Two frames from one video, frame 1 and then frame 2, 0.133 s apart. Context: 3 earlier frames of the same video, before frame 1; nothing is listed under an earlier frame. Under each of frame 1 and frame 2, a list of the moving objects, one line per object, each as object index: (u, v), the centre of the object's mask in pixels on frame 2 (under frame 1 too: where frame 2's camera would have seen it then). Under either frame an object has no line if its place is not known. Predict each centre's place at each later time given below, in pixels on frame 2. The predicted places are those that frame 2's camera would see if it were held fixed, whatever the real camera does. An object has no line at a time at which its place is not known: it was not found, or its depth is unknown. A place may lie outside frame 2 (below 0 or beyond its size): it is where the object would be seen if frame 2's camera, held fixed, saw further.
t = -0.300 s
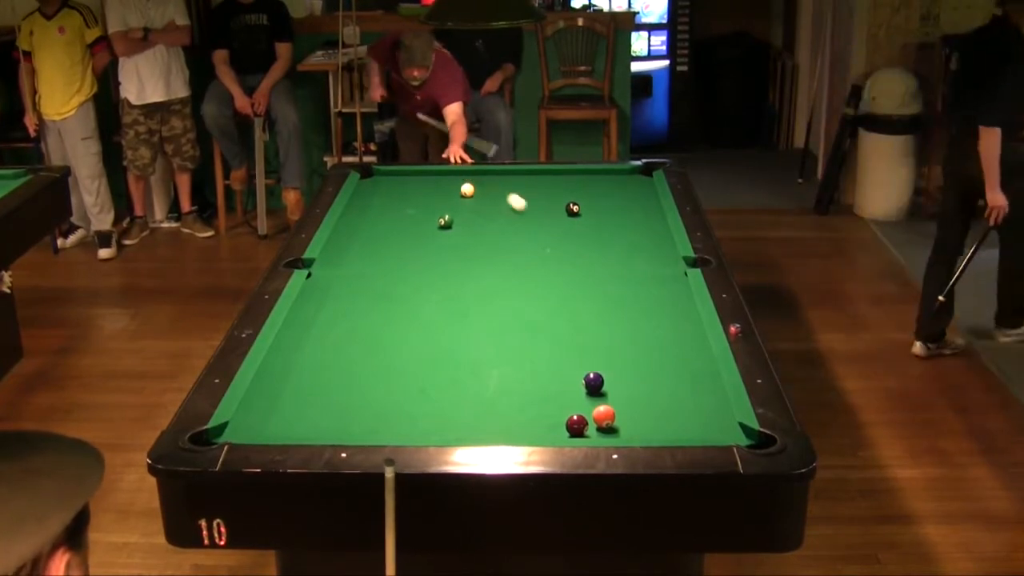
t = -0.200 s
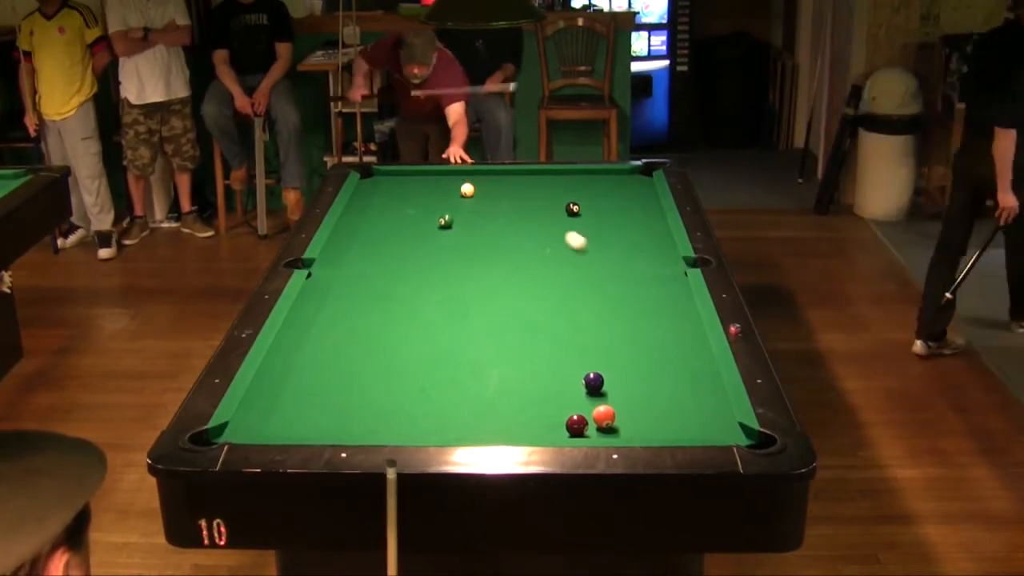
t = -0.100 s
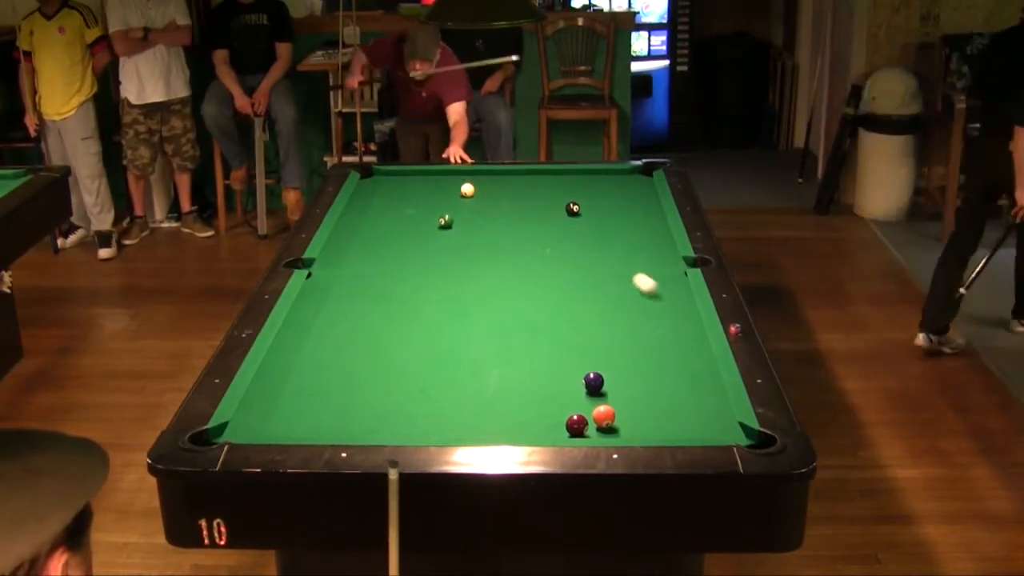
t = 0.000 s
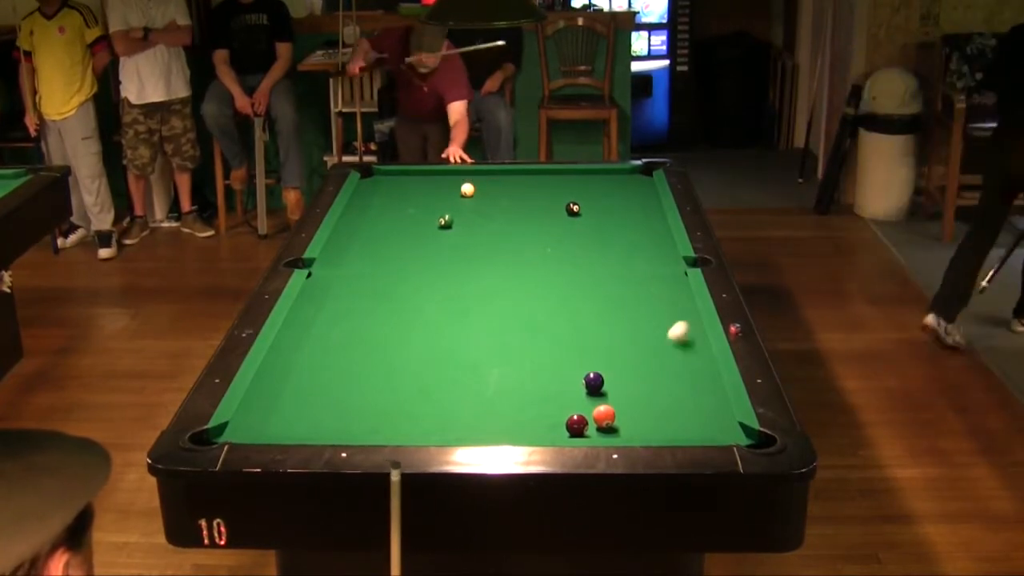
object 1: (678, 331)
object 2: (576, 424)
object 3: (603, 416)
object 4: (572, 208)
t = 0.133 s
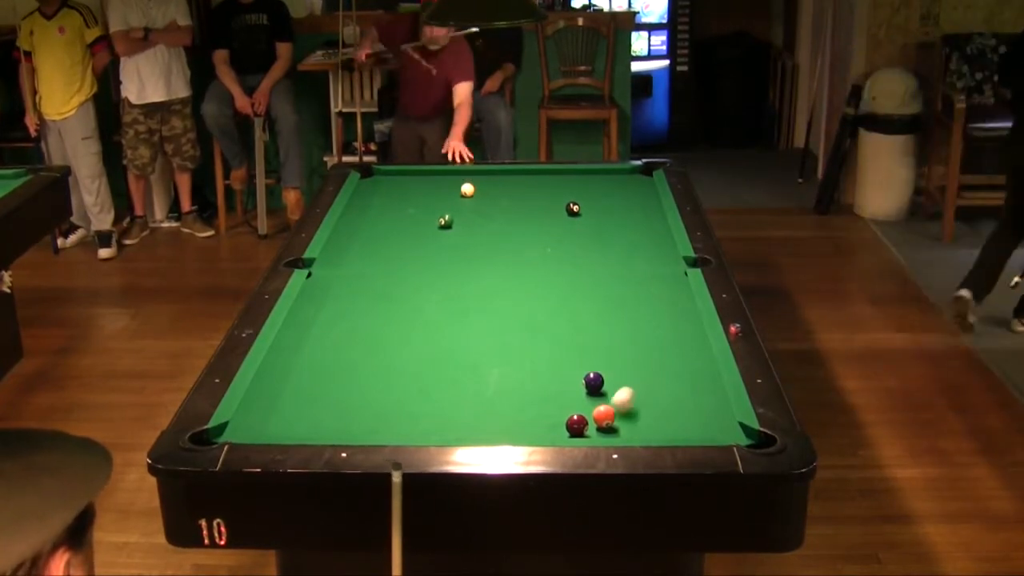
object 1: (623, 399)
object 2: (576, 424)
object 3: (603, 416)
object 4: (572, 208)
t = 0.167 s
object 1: (622, 410)
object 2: (567, 425)
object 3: (599, 422)
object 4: (572, 208)
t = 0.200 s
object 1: (631, 414)
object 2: (535, 430)
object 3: (606, 427)
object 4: (572, 208)
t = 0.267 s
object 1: (648, 423)
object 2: (491, 424)
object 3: (619, 429)
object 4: (572, 208)
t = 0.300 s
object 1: (656, 427)
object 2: (472, 418)
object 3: (625, 427)
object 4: (572, 208)
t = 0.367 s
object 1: (666, 429)
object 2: (436, 407)
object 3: (635, 421)
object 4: (572, 208)
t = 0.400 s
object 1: (667, 427)
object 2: (420, 403)
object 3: (641, 418)
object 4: (572, 208)
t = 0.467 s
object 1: (668, 421)
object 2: (389, 395)
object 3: (650, 411)
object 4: (572, 208)
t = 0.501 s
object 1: (669, 418)
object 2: (376, 390)
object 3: (654, 407)
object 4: (572, 208)
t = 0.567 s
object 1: (671, 414)
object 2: (348, 382)
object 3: (664, 399)
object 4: (572, 208)
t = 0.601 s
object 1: (671, 412)
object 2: (335, 379)
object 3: (670, 396)
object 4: (572, 208)
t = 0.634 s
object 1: (672, 411)
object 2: (321, 375)
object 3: (676, 394)
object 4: (572, 208)
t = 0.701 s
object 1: (673, 407)
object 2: (296, 368)
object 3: (685, 390)
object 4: (572, 208)
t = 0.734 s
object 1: (674, 406)
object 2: (283, 363)
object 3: (689, 388)
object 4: (572, 208)
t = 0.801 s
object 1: (675, 402)
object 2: (282, 357)
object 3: (698, 383)
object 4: (572, 208)
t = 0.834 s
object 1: (675, 400)
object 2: (293, 355)
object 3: (702, 380)
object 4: (572, 208)
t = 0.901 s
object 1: (676, 397)
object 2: (312, 350)
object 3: (710, 374)
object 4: (572, 208)
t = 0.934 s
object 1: (677, 396)
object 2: (321, 348)
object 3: (707, 372)
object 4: (572, 208)
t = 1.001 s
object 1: (678, 393)
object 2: (336, 343)
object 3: (700, 368)
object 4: (572, 208)
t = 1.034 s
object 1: (678, 391)
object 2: (345, 340)
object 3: (697, 366)
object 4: (572, 208)
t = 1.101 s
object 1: (680, 389)
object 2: (361, 335)
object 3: (691, 362)
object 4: (572, 208)
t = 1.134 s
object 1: (680, 387)
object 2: (369, 333)
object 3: (687, 360)
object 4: (572, 208)
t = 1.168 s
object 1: (681, 386)
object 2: (376, 330)
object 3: (684, 358)
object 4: (572, 208)
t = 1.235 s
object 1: (681, 383)
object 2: (391, 326)
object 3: (678, 355)
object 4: (572, 208)
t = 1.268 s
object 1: (682, 382)
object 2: (399, 323)
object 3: (675, 352)
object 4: (572, 208)
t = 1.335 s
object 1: (683, 379)
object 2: (413, 319)
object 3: (669, 349)
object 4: (572, 208)
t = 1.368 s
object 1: (683, 378)
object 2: (420, 317)
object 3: (667, 347)
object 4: (572, 208)
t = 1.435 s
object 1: (684, 376)
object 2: (434, 313)
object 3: (661, 343)
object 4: (572, 208)
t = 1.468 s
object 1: (685, 374)
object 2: (441, 311)
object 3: (658, 342)
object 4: (572, 208)
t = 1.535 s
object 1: (686, 372)
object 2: (455, 306)
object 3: (652, 339)
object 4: (572, 208)
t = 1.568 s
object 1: (686, 371)
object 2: (461, 304)
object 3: (650, 337)
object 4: (572, 208)
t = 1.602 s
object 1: (686, 370)
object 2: (468, 302)
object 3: (647, 335)
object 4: (572, 208)
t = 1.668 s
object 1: (687, 367)
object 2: (481, 298)
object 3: (642, 332)
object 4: (572, 208)
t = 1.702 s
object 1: (687, 366)
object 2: (488, 296)
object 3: (639, 330)
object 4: (572, 208)
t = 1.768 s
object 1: (688, 364)
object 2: (500, 292)
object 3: (634, 327)
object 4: (572, 208)
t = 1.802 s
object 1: (689, 363)
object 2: (506, 290)
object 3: (632, 325)
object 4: (572, 208)
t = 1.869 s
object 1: (689, 361)
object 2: (518, 287)
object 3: (627, 322)
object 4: (572, 208)
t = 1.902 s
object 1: (689, 360)
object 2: (524, 285)
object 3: (625, 321)
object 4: (572, 208)
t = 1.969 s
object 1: (690, 358)
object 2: (536, 282)
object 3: (620, 318)
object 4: (572, 208)
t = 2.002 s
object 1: (691, 357)
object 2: (541, 280)
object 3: (618, 316)
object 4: (572, 208)
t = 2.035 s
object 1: (691, 356)
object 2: (547, 277)
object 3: (615, 315)
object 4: (572, 208)
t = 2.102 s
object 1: (691, 354)
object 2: (558, 274)
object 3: (611, 312)
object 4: (572, 208)
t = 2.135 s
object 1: (692, 353)
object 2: (564, 273)
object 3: (609, 311)
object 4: (572, 208)
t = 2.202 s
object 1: (692, 351)
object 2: (574, 269)
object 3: (605, 308)
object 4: (572, 208)
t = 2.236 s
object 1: (692, 350)
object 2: (580, 268)
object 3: (603, 307)
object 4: (572, 208)
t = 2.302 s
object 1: (693, 349)
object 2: (590, 265)
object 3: (599, 305)
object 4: (572, 208)
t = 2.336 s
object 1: (693, 348)
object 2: (595, 263)
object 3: (597, 303)
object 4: (572, 208)
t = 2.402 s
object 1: (693, 346)
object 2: (605, 260)
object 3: (593, 301)
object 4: (572, 208)
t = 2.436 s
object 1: (694, 346)
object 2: (610, 259)
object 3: (591, 299)
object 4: (572, 208)
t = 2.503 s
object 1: (694, 344)
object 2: (620, 256)
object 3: (587, 297)
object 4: (572, 208)
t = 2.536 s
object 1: (694, 343)
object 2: (624, 254)
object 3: (585, 296)
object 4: (572, 208)
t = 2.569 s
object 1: (694, 343)
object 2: (629, 253)
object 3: (583, 295)
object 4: (572, 208)
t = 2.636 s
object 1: (695, 341)
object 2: (638, 250)
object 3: (580, 293)
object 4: (572, 208)
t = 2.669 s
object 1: (695, 341)
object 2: (643, 249)
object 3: (578, 292)
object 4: (572, 208)
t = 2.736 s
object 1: (696, 339)
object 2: (652, 246)
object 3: (575, 289)
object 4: (572, 209)
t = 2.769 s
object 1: (696, 338)
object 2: (656, 245)
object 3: (573, 288)
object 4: (572, 209)
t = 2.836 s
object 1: (696, 337)
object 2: (665, 241)
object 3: (570, 286)
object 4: (572, 208)
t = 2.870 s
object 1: (696, 336)
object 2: (667, 240)
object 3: (568, 285)
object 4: (572, 208)
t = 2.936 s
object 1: (697, 335)
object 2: (661, 239)
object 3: (565, 283)
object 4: (572, 208)
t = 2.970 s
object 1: (697, 334)
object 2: (658, 238)
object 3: (563, 282)
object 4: (572, 208)
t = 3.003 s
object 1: (697, 334)
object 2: (656, 237)
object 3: (562, 281)
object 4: (572, 208)
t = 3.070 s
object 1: (696, 333)
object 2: (651, 235)
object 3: (559, 279)
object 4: (572, 208)
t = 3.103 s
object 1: (696, 333)
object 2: (649, 235)
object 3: (557, 278)
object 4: (572, 208)
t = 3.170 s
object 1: (695, 332)
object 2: (644, 232)
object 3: (554, 276)
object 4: (572, 208)
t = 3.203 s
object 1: (695, 331)
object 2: (642, 232)
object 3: (553, 275)
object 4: (572, 208)
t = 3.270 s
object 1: (694, 330)
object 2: (638, 231)
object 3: (550, 274)
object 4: (572, 208)
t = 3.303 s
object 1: (693, 330)
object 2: (635, 230)
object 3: (548, 273)
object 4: (572, 208)
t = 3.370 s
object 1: (693, 329)
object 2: (632, 228)
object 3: (546, 271)
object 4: (572, 208)
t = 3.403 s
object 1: (693, 329)
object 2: (629, 228)
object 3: (544, 271)
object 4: (572, 208)
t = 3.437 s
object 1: (693, 328)
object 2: (628, 227)
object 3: (543, 270)
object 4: (572, 208)
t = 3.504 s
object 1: (692, 328)
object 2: (624, 226)
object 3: (540, 268)
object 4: (572, 208)
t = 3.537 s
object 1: (692, 327)
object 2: (622, 225)
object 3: (539, 267)
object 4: (572, 208)
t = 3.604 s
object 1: (691, 327)
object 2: (618, 223)
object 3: (536, 265)
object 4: (572, 208)
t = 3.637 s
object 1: (691, 326)
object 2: (616, 222)
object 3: (535, 265)
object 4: (572, 208)
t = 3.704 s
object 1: (690, 326)
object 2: (612, 221)
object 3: (532, 263)
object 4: (572, 208)
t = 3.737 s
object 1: (690, 326)
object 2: (610, 221)
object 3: (531, 263)
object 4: (572, 208)
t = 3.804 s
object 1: (689, 325)
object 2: (606, 219)
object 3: (529, 261)
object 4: (572, 208)
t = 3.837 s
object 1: (689, 325)
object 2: (605, 219)
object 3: (528, 261)
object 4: (572, 208)
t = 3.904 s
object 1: (689, 325)
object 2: (601, 218)
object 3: (525, 259)
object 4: (572, 208)
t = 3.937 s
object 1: (688, 325)
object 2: (599, 217)
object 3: (524, 259)
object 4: (572, 208)
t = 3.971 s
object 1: (688, 325)
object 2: (598, 217)
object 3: (523, 258)
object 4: (572, 208)
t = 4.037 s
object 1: (688, 324)
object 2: (594, 215)
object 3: (520, 257)
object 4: (572, 208)
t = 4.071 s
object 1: (688, 324)
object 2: (593, 215)
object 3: (519, 256)
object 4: (572, 208)
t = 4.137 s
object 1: (687, 324)
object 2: (589, 213)
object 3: (517, 255)
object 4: (572, 208)
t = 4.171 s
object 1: (687, 323)
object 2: (588, 213)
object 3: (516, 254)
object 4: (572, 208)
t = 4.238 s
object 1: (687, 323)
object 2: (584, 212)
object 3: (514, 253)
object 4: (571, 208)
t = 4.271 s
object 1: (687, 323)
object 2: (583, 211)
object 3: (513, 253)
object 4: (571, 208)
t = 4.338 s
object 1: (687, 323)
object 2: (583, 211)
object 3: (511, 251)
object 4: (569, 208)
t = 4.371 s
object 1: (687, 323)
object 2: (583, 211)
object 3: (510, 251)
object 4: (568, 207)
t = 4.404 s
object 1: (687, 323)
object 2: (583, 211)
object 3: (509, 250)
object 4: (567, 207)
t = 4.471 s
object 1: (687, 323)
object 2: (583, 210)
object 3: (507, 249)
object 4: (565, 206)
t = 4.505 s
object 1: (688, 323)
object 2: (583, 210)
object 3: (506, 249)
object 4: (564, 206)
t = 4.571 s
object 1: (688, 323)
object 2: (583, 210)
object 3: (505, 248)
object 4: (562, 205)
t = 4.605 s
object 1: (688, 323)
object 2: (583, 210)
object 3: (504, 247)
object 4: (561, 205)
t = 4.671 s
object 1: (688, 323)
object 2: (583, 209)
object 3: (502, 246)
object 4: (560, 205)
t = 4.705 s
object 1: (688, 323)
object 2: (583, 209)
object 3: (501, 246)
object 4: (559, 205)
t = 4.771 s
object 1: (688, 323)
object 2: (583, 209)
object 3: (500, 245)
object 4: (557, 204)
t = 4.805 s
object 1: (688, 323)
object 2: (583, 209)
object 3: (499, 244)
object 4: (557, 205)
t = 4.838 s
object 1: (688, 323)
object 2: (583, 209)
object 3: (498, 244)
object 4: (555, 204)
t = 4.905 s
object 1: (688, 323)
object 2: (583, 209)
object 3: (496, 243)
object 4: (554, 204)
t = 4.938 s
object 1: (688, 323)
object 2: (583, 209)
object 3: (496, 242)
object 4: (553, 203)
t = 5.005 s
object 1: (688, 323)
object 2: (583, 209)
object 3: (494, 242)
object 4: (552, 203)
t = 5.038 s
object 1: (688, 323)
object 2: (583, 209)
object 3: (494, 241)
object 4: (551, 203)
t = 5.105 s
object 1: (688, 323)
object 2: (583, 209)
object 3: (492, 241)
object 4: (550, 203)
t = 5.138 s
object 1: (688, 323)
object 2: (583, 209)
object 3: (492, 240)
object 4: (549, 202)
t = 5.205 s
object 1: (688, 323)
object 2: (583, 209)
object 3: (490, 239)
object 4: (548, 202)
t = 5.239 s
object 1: (688, 323)
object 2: (583, 209)
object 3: (490, 239)
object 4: (547, 202)
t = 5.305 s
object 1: (688, 323)
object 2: (583, 209)
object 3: (488, 238)
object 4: (546, 202)
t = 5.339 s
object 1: (688, 323)
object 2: (583, 209)
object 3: (487, 238)
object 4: (545, 202)
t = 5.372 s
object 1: (688, 323)
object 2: (583, 209)
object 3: (487, 238)
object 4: (545, 202)
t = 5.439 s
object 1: (688, 323)
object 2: (583, 209)
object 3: (486, 237)
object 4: (544, 202)
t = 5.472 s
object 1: (688, 323)
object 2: (583, 209)
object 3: (485, 237)
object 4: (543, 201)
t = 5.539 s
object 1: (688, 323)
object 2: (583, 209)
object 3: (484, 236)
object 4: (542, 201)
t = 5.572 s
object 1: (688, 323)
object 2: (583, 209)
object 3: (484, 236)
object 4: (542, 201)
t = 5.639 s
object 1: (688, 323)
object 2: (583, 209)
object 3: (482, 235)
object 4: (541, 201)
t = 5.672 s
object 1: (688, 323)
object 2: (583, 209)
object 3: (482, 235)
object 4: (541, 201)
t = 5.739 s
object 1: (688, 323)
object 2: (583, 209)
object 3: (481, 234)
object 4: (540, 201)
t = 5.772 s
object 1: (688, 323)
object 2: (583, 209)
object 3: (480, 234)
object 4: (540, 201)
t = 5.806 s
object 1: (688, 323)
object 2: (583, 209)
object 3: (480, 234)
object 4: (539, 200)
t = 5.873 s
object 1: (688, 323)
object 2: (583, 209)
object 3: (479, 234)
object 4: (539, 200)
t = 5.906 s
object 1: (688, 323)
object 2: (583, 209)
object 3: (478, 233)
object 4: (538, 200)
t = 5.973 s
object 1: (688, 323)
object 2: (583, 209)
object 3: (478, 233)
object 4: (538, 200)
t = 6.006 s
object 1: (688, 323)
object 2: (583, 209)
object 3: (477, 233)
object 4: (537, 200)
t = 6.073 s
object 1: (688, 323)
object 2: (583, 209)
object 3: (476, 232)
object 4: (537, 200)
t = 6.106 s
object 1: (688, 323)
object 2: (583, 209)
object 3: (476, 232)
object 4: (537, 200)
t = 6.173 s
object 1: (688, 323)
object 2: (583, 209)
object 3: (475, 232)
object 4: (536, 200)
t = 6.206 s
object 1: (688, 323)
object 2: (583, 209)
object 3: (475, 232)
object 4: (536, 200)
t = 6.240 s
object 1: (688, 323)
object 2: (583, 209)
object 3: (475, 231)
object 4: (536, 200)
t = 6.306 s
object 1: (688, 323)
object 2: (583, 209)
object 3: (474, 231)
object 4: (535, 200)
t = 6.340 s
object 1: (688, 323)
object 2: (583, 209)
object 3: (474, 231)
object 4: (535, 200)
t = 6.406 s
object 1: (688, 323)
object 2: (583, 209)
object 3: (473, 231)
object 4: (535, 199)
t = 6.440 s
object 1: (688, 323)
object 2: (583, 209)
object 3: (473, 231)
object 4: (535, 199)
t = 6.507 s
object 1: (688, 323)
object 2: (583, 209)
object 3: (472, 230)
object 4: (534, 199)
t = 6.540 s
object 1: (688, 323)
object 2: (583, 209)
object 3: (472, 230)
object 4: (534, 199)
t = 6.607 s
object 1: (688, 323)
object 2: (583, 209)
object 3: (472, 230)
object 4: (534, 199)
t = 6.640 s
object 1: (688, 323)
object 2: (583, 209)
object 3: (472, 230)
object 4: (534, 199)
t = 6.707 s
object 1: (688, 323)
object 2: (583, 209)
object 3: (471, 230)
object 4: (534, 199)
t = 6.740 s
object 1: (688, 323)
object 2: (583, 209)
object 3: (471, 230)
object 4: (534, 199)
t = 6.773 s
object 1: (688, 323)
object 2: (583, 209)
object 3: (471, 230)
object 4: (534, 199)
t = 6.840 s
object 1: (688, 323)
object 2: (583, 209)
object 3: (471, 230)
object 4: (534, 199)
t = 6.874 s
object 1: (688, 323)
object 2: (583, 209)
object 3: (470, 230)
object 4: (534, 199)
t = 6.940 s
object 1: (688, 323)
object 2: (583, 209)
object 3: (470, 230)
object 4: (534, 199)
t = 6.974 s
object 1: (688, 323)
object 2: (583, 209)
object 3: (470, 230)
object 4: (534, 199)
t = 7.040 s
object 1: (688, 323)
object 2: (583, 209)
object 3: (470, 230)
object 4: (534, 199)
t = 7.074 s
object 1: (688, 323)
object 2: (583, 209)
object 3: (470, 230)
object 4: (534, 200)
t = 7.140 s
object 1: (688, 323)
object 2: (583, 209)
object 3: (470, 230)
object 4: (534, 199)
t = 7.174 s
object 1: (688, 323)
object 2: (583, 209)
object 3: (470, 230)
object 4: (534, 199)
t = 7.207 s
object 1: (688, 323)
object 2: (583, 209)
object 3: (470, 230)
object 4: (534, 199)
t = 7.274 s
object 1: (688, 323)
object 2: (583, 209)
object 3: (470, 230)
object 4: (534, 199)
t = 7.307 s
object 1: (688, 323)
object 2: (583, 209)
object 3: (470, 230)
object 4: (534, 199)
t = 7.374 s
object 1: (688, 323)
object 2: (583, 209)
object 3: (470, 230)
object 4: (535, 199)
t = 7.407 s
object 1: (688, 323)
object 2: (583, 209)
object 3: (470, 230)
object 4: (535, 199)
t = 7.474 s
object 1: (688, 323)
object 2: (583, 209)
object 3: (470, 230)
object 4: (535, 199)
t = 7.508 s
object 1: (688, 323)
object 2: (583, 209)
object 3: (471, 230)
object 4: (535, 199)
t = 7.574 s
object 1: (688, 323)
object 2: (583, 209)
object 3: (470, 230)
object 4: (535, 199)
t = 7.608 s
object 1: (688, 323)
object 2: (583, 209)
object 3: (471, 230)
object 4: (535, 199)
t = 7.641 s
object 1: (688, 323)
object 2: (583, 209)
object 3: (471, 230)
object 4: (535, 199)
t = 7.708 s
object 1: (688, 323)
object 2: (583, 209)
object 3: (471, 230)
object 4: (535, 199)
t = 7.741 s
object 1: (688, 323)
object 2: (583, 209)
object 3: (471, 230)
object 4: (535, 199)
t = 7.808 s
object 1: (688, 323)
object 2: (583, 209)
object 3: (471, 230)
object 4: (535, 199)
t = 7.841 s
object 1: (688, 323)
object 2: (583, 209)
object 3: (471, 230)
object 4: (535, 199)
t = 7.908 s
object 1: (688, 323)
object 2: (583, 209)
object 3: (471, 230)
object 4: (534, 199)
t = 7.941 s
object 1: (688, 323)
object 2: (583, 209)
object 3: (471, 230)
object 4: (535, 199)
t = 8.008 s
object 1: (688, 323)
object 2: (583, 209)
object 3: (471, 230)
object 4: (535, 199)
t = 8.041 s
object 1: (688, 323)
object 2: (583, 209)
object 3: (471, 230)
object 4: (535, 199)
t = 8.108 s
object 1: (688, 322)
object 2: (583, 209)
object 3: (471, 230)
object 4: (535, 199)
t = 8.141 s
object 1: (688, 323)
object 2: (583, 209)
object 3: (471, 230)
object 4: (535, 199)
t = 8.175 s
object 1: (688, 323)
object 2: (583, 209)
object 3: (471, 230)
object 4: (535, 199)
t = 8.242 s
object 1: (688, 323)
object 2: (583, 209)
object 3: (471, 230)
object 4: (534, 199)
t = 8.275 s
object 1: (688, 323)
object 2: (583, 209)
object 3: (471, 230)
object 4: (534, 199)
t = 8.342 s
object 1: (688, 323)
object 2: (583, 209)
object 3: (471, 230)
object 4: (534, 199)
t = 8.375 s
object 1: (688, 323)
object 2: (583, 209)
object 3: (471, 230)
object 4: (534, 199)
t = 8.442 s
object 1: (688, 323)
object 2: (583, 209)
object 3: (471, 230)
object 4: (534, 199)
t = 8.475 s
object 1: (688, 323)
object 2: (583, 209)
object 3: (471, 230)
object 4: (535, 199)
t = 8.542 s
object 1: (688, 323)
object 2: (583, 209)
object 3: (471, 230)
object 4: (535, 199)
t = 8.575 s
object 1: (688, 323)
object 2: (583, 209)
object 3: (471, 230)
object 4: (535, 199)
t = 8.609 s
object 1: (688, 323)
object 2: (583, 209)
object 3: (471, 230)
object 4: (535, 199)
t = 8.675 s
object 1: (688, 323)
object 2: (583, 209)
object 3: (471, 230)
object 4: (535, 199)
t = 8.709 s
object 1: (688, 323)
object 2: (583, 209)
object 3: (471, 230)
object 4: (535, 199)
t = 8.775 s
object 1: (688, 323)
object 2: (583, 209)
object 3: (471, 230)
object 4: (535, 199)
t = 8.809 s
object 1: (688, 323)
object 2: (583, 209)
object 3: (471, 230)
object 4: (535, 199)
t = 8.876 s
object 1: (688, 323)
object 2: (583, 209)
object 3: (471, 230)
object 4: (534, 199)
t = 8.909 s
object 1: (688, 323)
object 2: (583, 209)
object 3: (470, 230)
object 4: (535, 199)
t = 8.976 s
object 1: (688, 323)
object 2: (583, 209)
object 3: (471, 230)
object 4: (534, 199)
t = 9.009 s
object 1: (688, 323)
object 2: (583, 209)
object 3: (471, 230)
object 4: (535, 199)
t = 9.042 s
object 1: (688, 323)
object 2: (583, 209)
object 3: (471, 230)
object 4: (535, 199)
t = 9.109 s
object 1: (688, 323)
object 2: (583, 209)
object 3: (471, 230)
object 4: (535, 199)
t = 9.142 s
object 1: (688, 322)
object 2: (583, 209)
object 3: (471, 230)
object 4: (535, 199)
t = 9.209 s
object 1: (688, 322)
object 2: (583, 209)
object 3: (471, 230)
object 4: (535, 199)
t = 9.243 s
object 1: (688, 322)
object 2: (583, 209)
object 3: (471, 230)
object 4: (535, 199)
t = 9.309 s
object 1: (688, 323)
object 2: (583, 209)
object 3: (471, 230)
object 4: (535, 200)
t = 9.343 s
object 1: (688, 323)
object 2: (583, 209)
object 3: (471, 230)
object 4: (535, 199)
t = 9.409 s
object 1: (688, 323)
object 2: (583, 209)
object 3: (471, 230)
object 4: (534, 200)
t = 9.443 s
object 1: (688, 323)
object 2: (583, 209)
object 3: (471, 230)
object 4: (534, 200)
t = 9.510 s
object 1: (688, 323)
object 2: (583, 209)
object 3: (471, 230)
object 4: (534, 199)
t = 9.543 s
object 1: (688, 323)
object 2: (583, 209)
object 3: (471, 230)
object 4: (534, 199)
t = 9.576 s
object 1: (688, 323)
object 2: (583, 209)
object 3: (471, 230)
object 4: (534, 199)
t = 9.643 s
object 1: (688, 323)
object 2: (583, 209)
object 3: (471, 230)
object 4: (534, 199)
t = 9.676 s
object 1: (688, 323)
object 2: (583, 209)
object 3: (471, 230)
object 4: (534, 199)
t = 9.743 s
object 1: (688, 323)
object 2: (583, 209)
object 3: (471, 230)
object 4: (534, 199)
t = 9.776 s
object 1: (688, 323)
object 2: (583, 209)
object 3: (471, 230)
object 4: (534, 199)
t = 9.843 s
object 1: (688, 323)
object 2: (583, 209)
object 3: (471, 230)
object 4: (534, 199)
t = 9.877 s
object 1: (688, 323)
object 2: (583, 209)
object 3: (471, 230)
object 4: (534, 199)
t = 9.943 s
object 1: (688, 323)
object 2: (583, 209)
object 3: (471, 230)
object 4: (534, 199)
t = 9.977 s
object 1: (688, 323)
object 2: (583, 209)
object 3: (471, 230)
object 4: (534, 199)
